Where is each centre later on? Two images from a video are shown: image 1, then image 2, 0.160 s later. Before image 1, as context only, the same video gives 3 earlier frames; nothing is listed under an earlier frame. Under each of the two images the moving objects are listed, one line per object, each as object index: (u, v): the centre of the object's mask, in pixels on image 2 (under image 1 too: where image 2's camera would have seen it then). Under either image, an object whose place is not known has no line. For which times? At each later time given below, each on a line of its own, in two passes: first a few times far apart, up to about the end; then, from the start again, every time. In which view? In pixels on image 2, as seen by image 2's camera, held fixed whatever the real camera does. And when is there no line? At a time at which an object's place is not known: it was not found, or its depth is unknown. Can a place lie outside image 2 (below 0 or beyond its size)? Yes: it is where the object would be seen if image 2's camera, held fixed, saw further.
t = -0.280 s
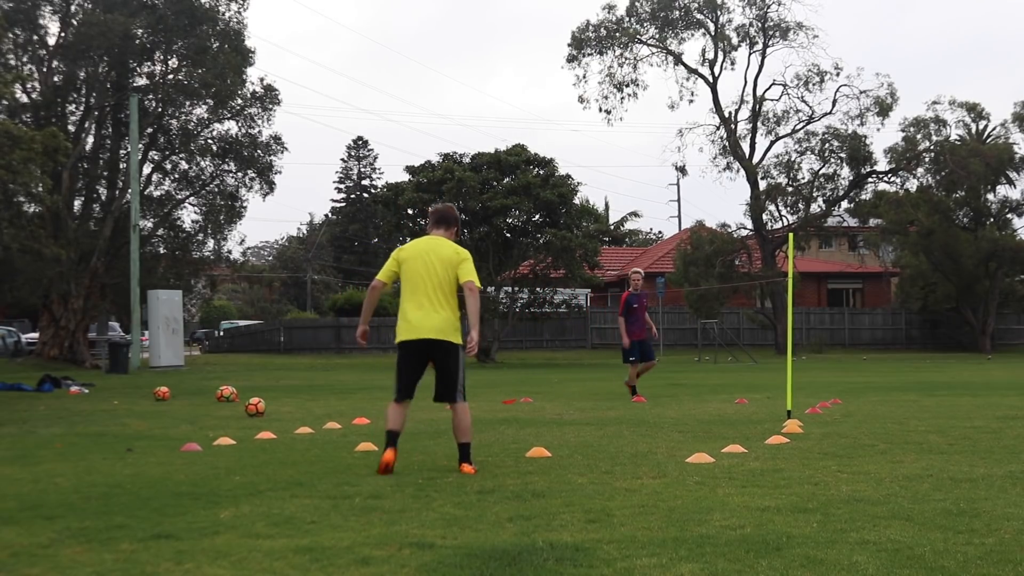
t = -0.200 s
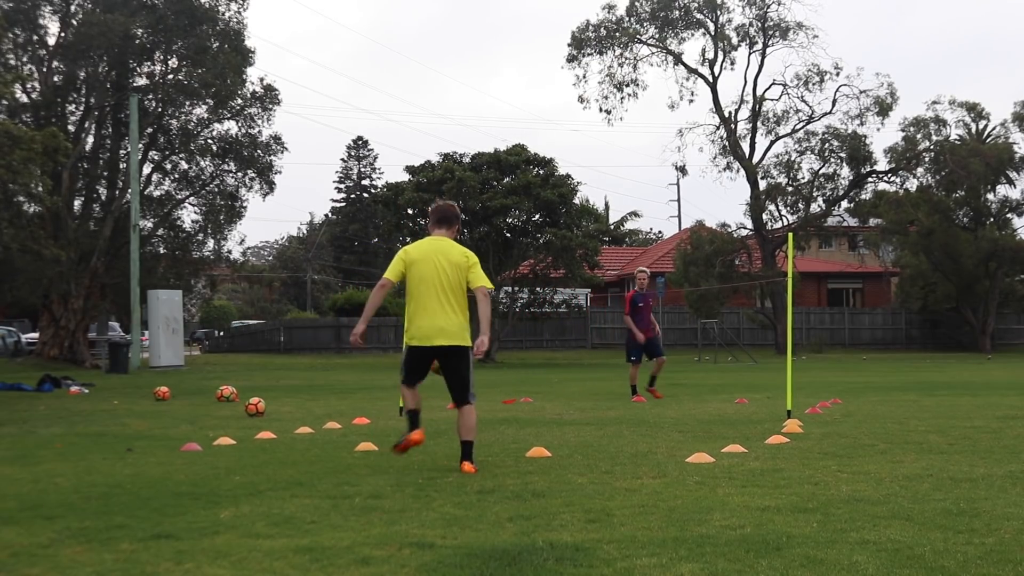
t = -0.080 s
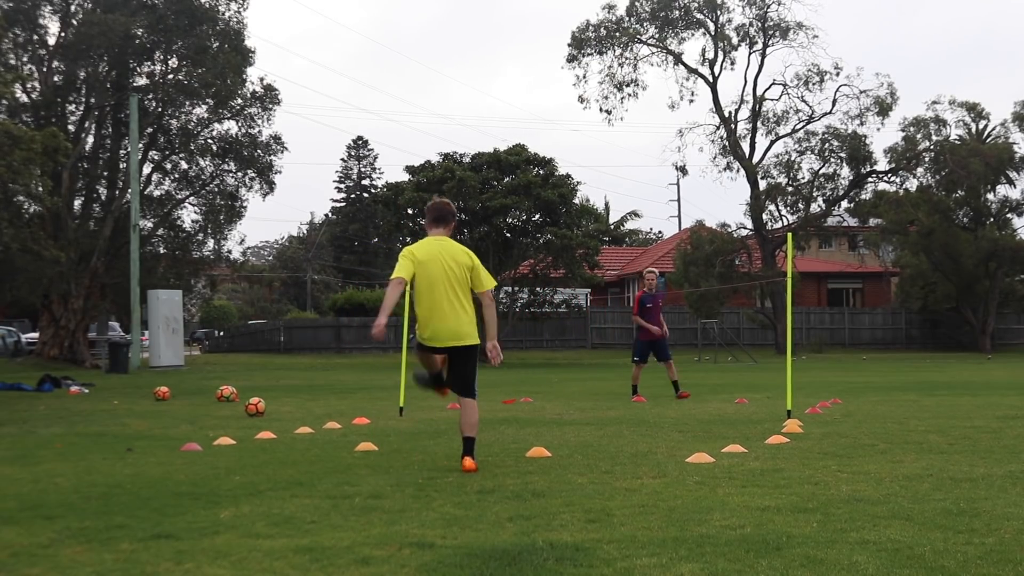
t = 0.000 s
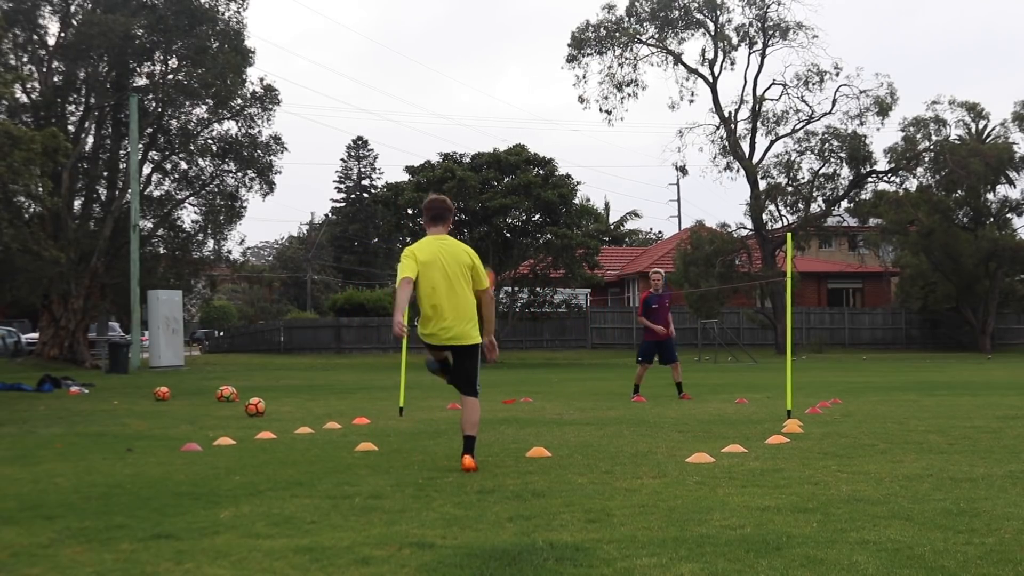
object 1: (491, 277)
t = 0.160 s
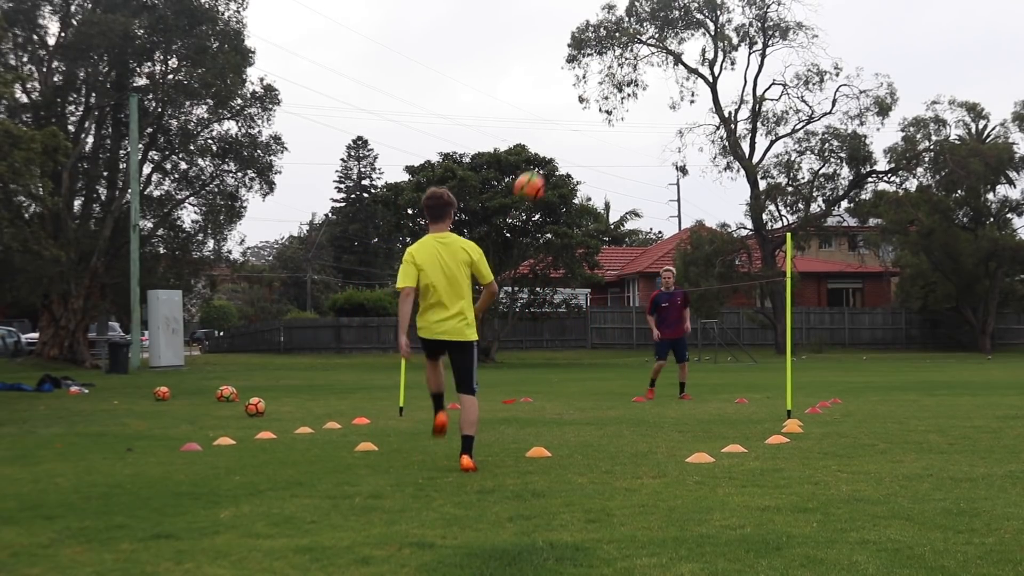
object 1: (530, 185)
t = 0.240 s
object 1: (551, 157)
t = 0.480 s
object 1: (611, 119)
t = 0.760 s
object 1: (666, 157)
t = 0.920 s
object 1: (694, 209)
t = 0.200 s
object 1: (540, 170)
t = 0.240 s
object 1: (551, 157)
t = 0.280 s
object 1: (562, 145)
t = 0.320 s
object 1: (573, 136)
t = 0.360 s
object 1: (583, 129)
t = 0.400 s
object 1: (592, 124)
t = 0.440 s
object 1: (602, 121)
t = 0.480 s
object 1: (611, 119)
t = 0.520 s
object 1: (619, 120)
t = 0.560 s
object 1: (628, 122)
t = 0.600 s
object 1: (636, 127)
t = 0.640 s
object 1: (644, 132)
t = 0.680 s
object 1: (652, 139)
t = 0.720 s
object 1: (659, 148)
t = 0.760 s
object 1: (666, 157)
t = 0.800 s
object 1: (674, 169)
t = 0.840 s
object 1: (681, 180)
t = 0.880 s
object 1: (687, 194)
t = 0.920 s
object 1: (694, 209)
